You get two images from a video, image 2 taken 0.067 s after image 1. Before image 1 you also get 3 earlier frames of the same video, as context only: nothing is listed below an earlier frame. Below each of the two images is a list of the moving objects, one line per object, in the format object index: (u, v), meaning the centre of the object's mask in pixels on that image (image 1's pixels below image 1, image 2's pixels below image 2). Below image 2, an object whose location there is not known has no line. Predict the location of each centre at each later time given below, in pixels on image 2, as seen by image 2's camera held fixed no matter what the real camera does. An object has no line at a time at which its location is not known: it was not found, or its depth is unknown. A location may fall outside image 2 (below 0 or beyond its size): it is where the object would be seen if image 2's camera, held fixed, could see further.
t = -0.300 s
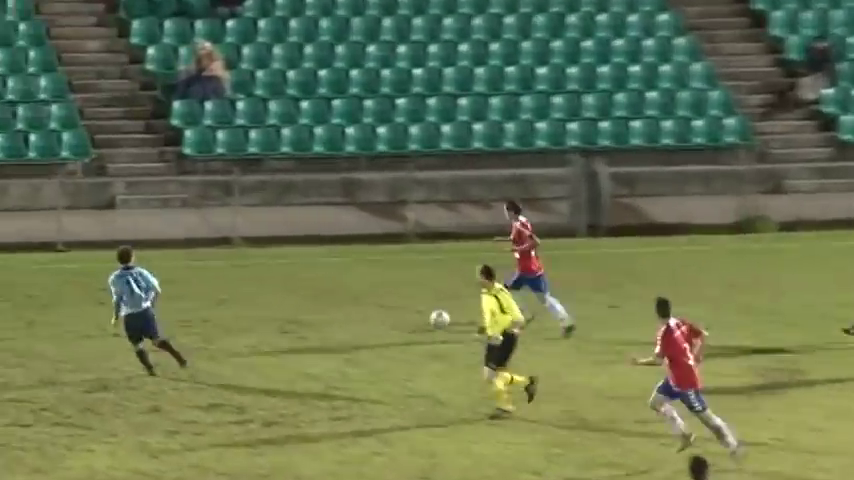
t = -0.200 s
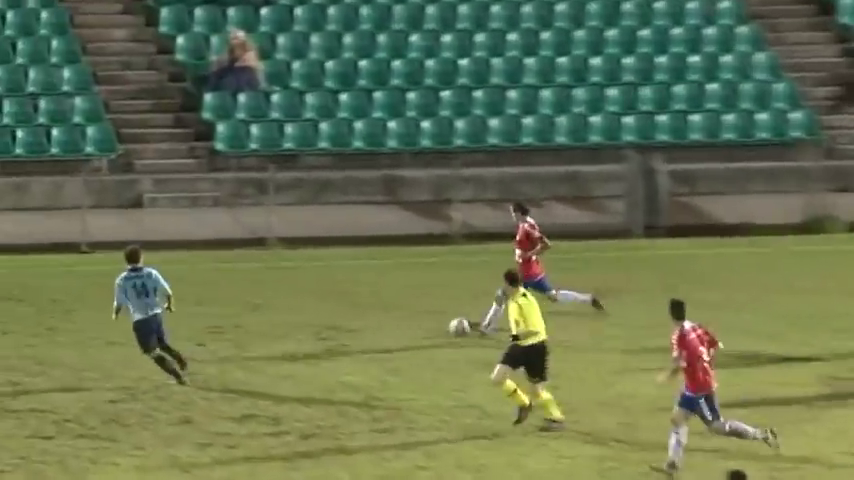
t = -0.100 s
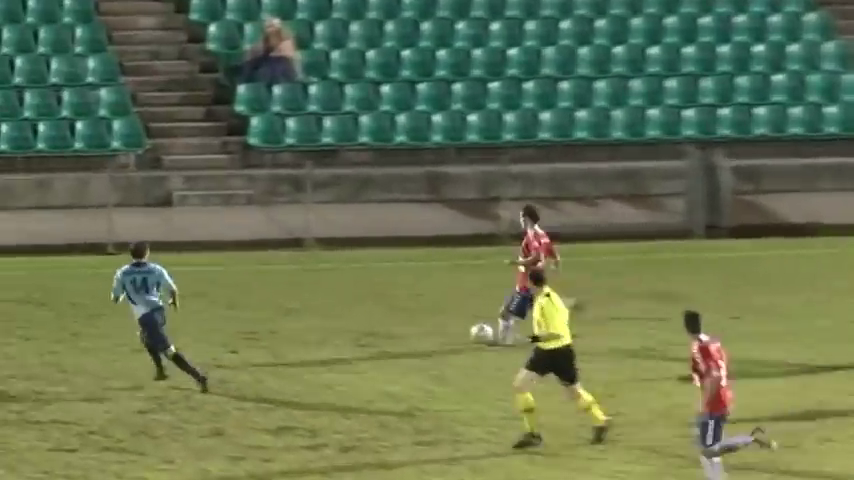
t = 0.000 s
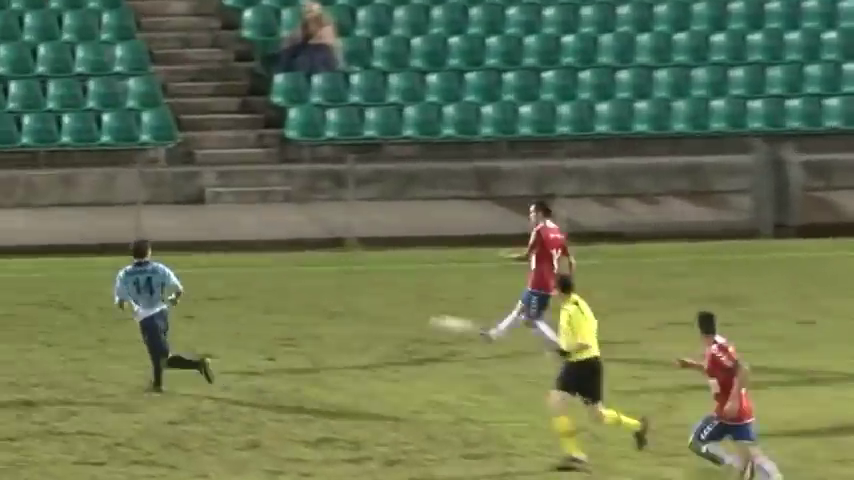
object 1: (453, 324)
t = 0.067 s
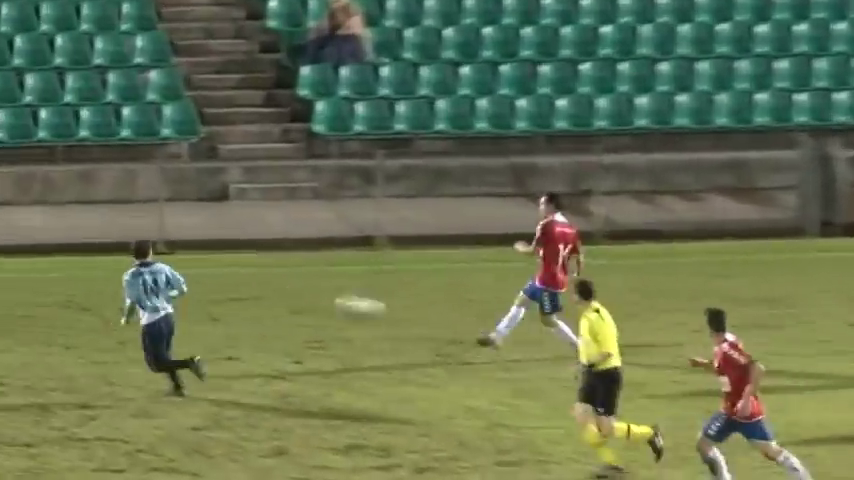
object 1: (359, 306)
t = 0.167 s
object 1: (157, 282)
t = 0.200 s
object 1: (65, 273)
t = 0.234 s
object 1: (30, 272)
